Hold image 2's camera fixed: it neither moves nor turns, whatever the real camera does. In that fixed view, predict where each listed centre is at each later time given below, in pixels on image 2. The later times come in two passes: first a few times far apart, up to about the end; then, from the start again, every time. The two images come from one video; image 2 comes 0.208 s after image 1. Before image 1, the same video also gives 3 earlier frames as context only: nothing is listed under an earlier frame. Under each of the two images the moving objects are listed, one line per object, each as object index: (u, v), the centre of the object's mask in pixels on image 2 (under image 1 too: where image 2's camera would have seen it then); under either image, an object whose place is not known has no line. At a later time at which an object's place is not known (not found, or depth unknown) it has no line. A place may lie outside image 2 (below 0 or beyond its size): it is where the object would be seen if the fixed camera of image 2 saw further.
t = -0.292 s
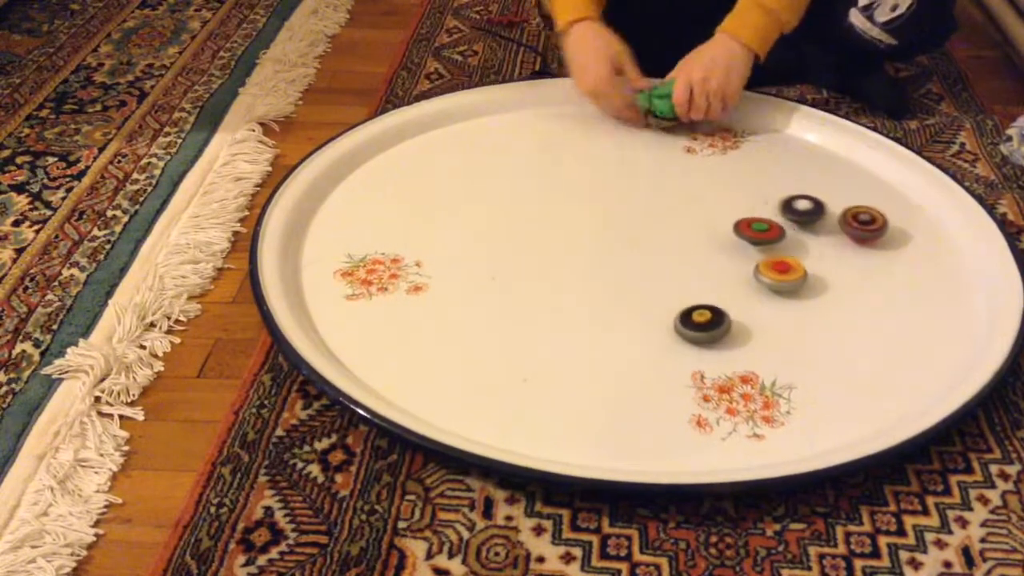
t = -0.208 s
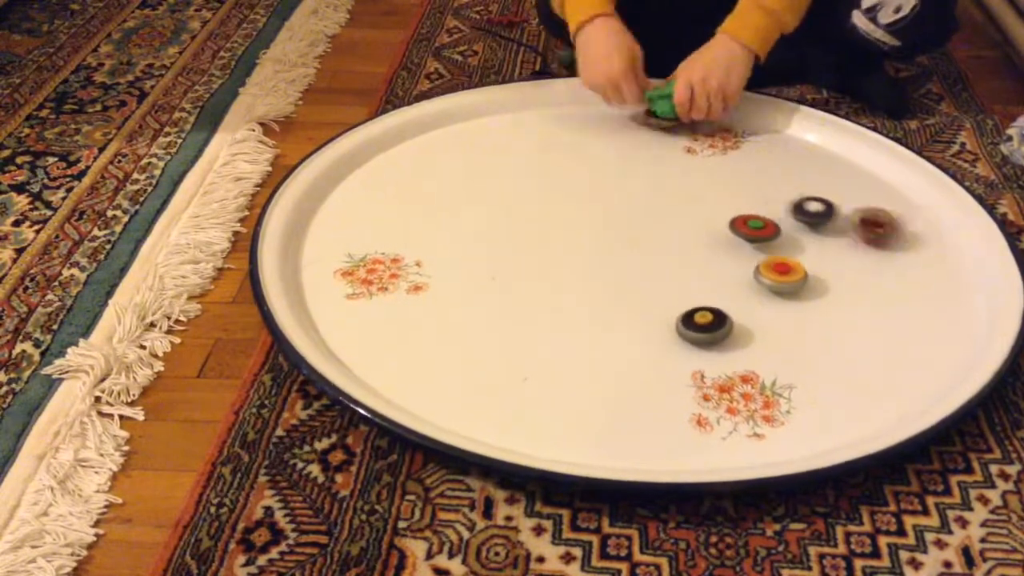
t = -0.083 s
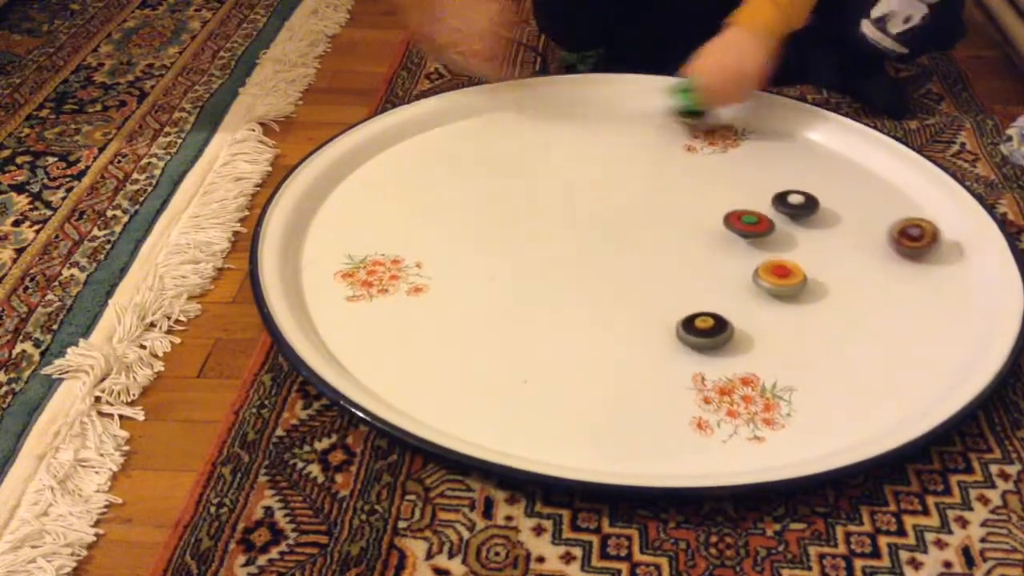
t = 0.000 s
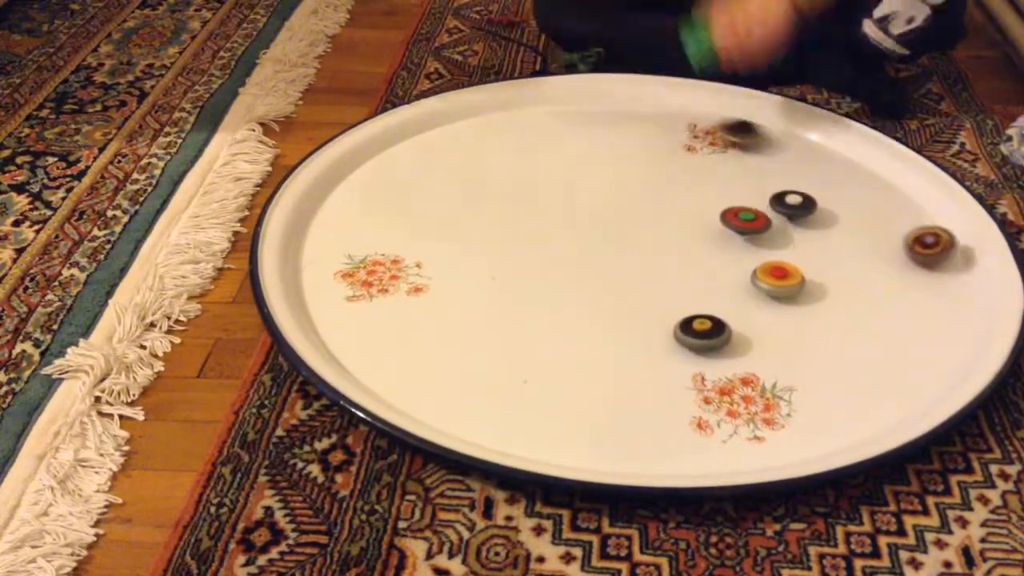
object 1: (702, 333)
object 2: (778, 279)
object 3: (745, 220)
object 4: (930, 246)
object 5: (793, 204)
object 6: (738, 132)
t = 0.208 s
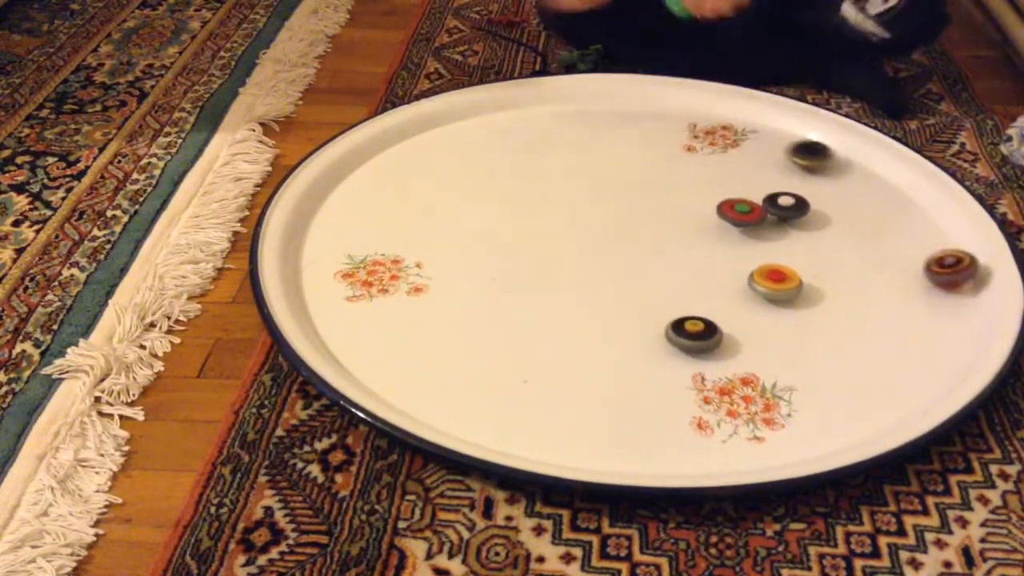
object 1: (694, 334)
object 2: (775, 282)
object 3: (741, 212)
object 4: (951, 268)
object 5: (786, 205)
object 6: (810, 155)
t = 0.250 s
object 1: (692, 334)
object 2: (775, 282)
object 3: (738, 211)
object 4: (951, 273)
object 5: (787, 205)
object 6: (820, 159)
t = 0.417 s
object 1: (683, 331)
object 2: (774, 282)
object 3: (729, 206)
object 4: (939, 287)
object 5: (789, 205)
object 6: (858, 173)
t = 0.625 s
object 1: (677, 324)
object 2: (773, 280)
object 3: (723, 200)
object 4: (897, 294)
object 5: (791, 204)
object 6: (905, 197)
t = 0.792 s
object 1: (678, 317)
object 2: (771, 275)
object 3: (721, 196)
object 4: (852, 286)
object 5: (794, 206)
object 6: (942, 218)
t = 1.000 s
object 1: (685, 311)
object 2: (732, 264)
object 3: (721, 193)
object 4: (817, 269)
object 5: (795, 208)
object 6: (956, 246)
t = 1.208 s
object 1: (698, 307)
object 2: (695, 250)
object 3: (722, 192)
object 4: (810, 252)
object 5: (798, 213)
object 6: (960, 275)
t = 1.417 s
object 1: (713, 308)
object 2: (681, 240)
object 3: (725, 195)
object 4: (825, 242)
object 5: (801, 216)
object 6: (950, 298)
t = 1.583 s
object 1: (724, 310)
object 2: (677, 232)
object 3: (727, 200)
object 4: (848, 256)
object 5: (797, 203)
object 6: (939, 316)
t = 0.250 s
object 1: (692, 334)
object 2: (775, 282)
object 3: (738, 211)
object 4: (951, 273)
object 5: (787, 205)
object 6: (820, 159)
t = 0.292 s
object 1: (689, 334)
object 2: (775, 283)
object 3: (735, 210)
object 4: (950, 278)
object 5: (788, 205)
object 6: (830, 162)
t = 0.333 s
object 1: (687, 333)
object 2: (775, 282)
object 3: (733, 209)
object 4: (949, 281)
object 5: (788, 205)
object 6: (840, 166)
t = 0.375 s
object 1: (685, 332)
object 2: (774, 282)
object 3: (731, 207)
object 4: (944, 285)
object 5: (789, 205)
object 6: (849, 169)
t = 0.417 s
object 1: (683, 331)
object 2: (774, 282)
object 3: (729, 206)
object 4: (939, 287)
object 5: (789, 205)
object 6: (858, 173)
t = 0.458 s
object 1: (682, 329)
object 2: (775, 283)
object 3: (728, 205)
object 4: (933, 290)
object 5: (790, 204)
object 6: (868, 178)
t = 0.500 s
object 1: (680, 328)
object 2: (775, 282)
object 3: (726, 204)
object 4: (926, 292)
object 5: (790, 204)
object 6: (877, 183)
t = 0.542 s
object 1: (679, 327)
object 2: (774, 281)
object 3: (725, 202)
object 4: (917, 293)
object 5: (790, 204)
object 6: (887, 187)
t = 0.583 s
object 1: (678, 325)
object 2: (774, 280)
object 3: (724, 201)
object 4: (908, 294)
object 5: (791, 204)
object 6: (896, 192)
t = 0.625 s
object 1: (677, 324)
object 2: (773, 280)
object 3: (723, 200)
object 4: (897, 294)
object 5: (791, 204)
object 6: (905, 197)
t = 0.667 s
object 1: (677, 322)
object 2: (773, 278)
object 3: (722, 199)
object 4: (887, 293)
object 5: (792, 204)
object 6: (915, 202)
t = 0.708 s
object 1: (677, 321)
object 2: (772, 277)
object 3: (721, 198)
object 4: (876, 291)
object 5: (793, 204)
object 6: (925, 208)
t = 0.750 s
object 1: (677, 319)
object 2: (771, 277)
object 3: (721, 197)
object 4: (864, 289)
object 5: (794, 205)
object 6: (934, 213)
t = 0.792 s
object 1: (678, 317)
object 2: (771, 275)
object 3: (721, 196)
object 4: (852, 286)
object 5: (794, 206)
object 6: (942, 218)
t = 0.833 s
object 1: (679, 316)
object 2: (770, 274)
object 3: (721, 195)
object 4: (841, 283)
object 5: (794, 206)
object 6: (946, 223)
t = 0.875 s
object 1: (680, 315)
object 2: (769, 273)
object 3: (721, 194)
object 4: (829, 279)
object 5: (795, 207)
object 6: (949, 228)
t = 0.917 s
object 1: (681, 313)
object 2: (767, 273)
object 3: (721, 194)
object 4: (818, 275)
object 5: (795, 207)
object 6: (953, 233)
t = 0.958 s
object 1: (683, 312)
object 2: (751, 269)
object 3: (721, 193)
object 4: (817, 273)
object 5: (796, 208)
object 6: (954, 240)
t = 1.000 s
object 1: (685, 311)
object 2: (732, 264)
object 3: (721, 193)
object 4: (817, 269)
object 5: (795, 208)
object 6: (956, 246)
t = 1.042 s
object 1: (687, 310)
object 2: (719, 260)
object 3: (721, 193)
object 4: (813, 265)
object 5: (795, 209)
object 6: (958, 252)
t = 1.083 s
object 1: (690, 309)
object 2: (711, 256)
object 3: (721, 193)
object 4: (811, 262)
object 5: (796, 210)
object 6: (959, 258)
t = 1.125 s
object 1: (692, 308)
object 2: (704, 254)
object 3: (722, 192)
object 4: (810, 258)
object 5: (797, 211)
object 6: (960, 263)
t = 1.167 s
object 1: (695, 308)
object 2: (700, 252)
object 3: (722, 193)
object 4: (809, 255)
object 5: (797, 212)
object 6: (960, 269)
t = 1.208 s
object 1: (698, 307)
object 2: (695, 250)
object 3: (722, 192)
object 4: (810, 252)
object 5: (798, 213)
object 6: (960, 275)
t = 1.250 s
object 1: (701, 307)
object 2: (692, 248)
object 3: (722, 192)
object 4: (811, 249)
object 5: (799, 214)
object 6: (959, 280)
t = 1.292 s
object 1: (704, 307)
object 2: (688, 246)
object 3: (722, 192)
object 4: (814, 247)
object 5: (800, 215)
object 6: (958, 286)
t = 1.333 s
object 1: (707, 307)
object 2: (685, 245)
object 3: (723, 193)
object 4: (817, 244)
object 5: (800, 215)
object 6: (956, 290)
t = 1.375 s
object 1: (710, 307)
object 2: (683, 242)
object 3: (725, 194)
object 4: (821, 243)
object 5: (801, 216)
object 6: (953, 293)
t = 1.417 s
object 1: (713, 308)
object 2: (681, 240)
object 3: (725, 195)
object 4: (825, 242)
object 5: (801, 216)
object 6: (950, 298)
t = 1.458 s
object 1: (716, 308)
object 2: (679, 238)
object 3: (726, 196)
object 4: (829, 245)
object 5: (802, 213)
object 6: (948, 302)
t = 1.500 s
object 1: (719, 308)
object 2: (678, 236)
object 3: (726, 197)
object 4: (836, 250)
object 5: (800, 209)
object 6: (946, 307)
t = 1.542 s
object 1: (721, 309)
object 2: (677, 234)
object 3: (727, 198)
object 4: (842, 252)
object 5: (798, 206)
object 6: (942, 311)
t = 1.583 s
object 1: (724, 310)
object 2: (677, 232)
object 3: (727, 200)
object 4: (848, 256)
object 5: (797, 203)
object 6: (939, 316)
